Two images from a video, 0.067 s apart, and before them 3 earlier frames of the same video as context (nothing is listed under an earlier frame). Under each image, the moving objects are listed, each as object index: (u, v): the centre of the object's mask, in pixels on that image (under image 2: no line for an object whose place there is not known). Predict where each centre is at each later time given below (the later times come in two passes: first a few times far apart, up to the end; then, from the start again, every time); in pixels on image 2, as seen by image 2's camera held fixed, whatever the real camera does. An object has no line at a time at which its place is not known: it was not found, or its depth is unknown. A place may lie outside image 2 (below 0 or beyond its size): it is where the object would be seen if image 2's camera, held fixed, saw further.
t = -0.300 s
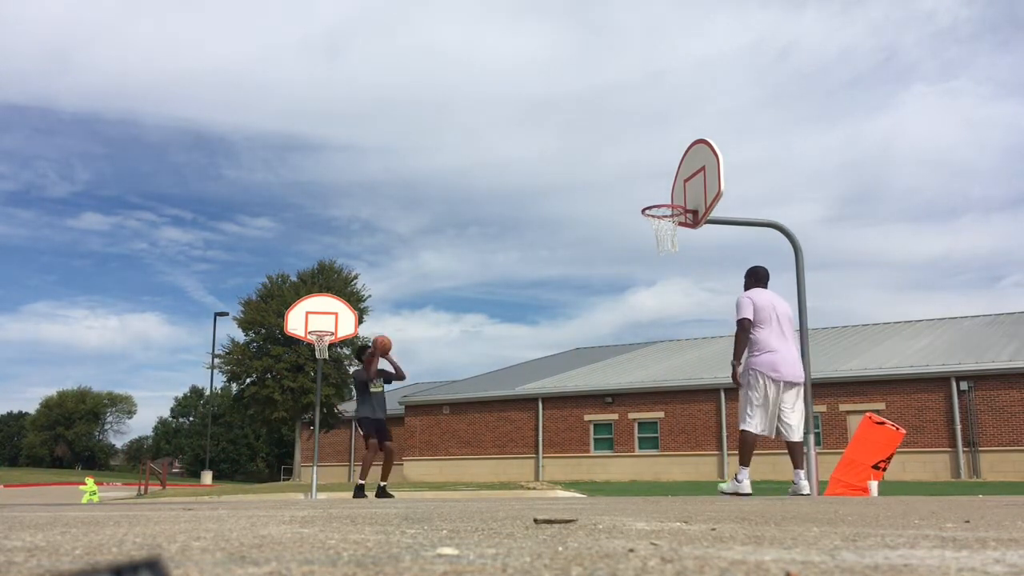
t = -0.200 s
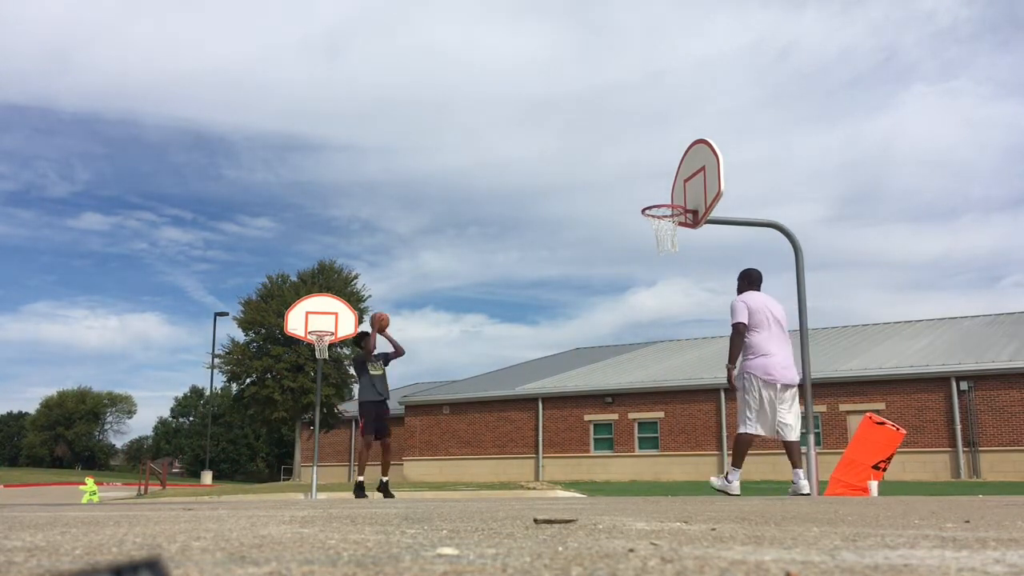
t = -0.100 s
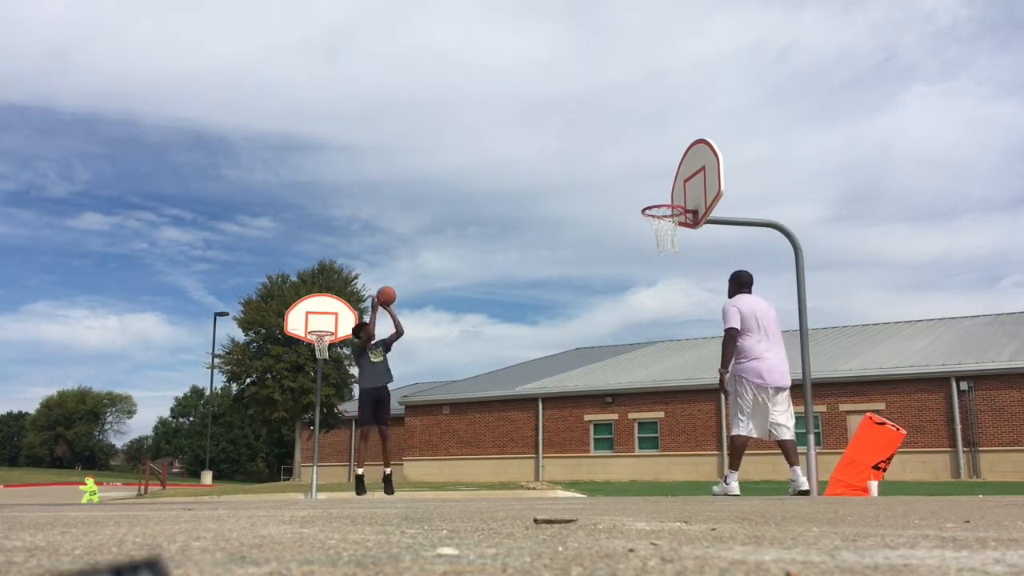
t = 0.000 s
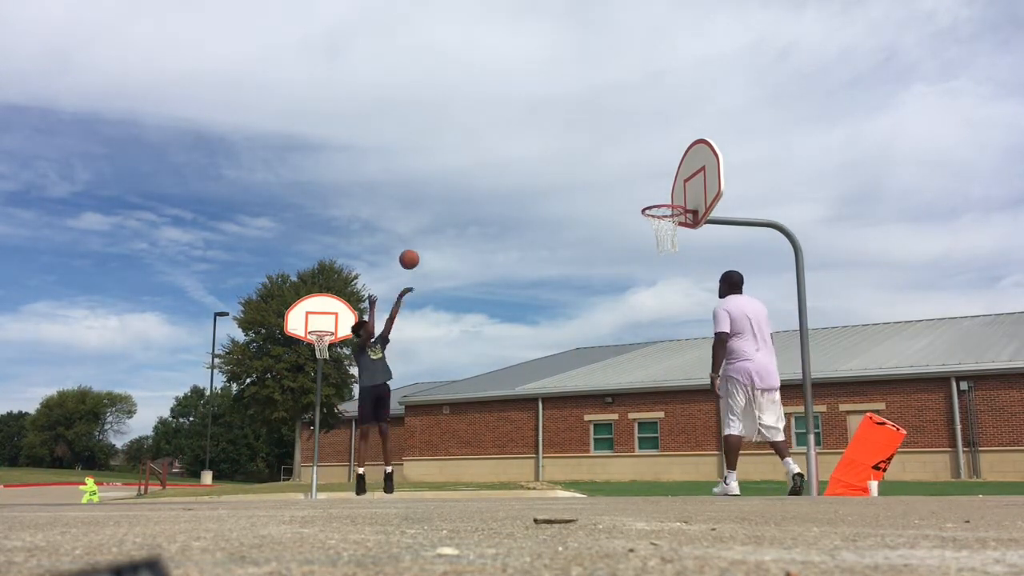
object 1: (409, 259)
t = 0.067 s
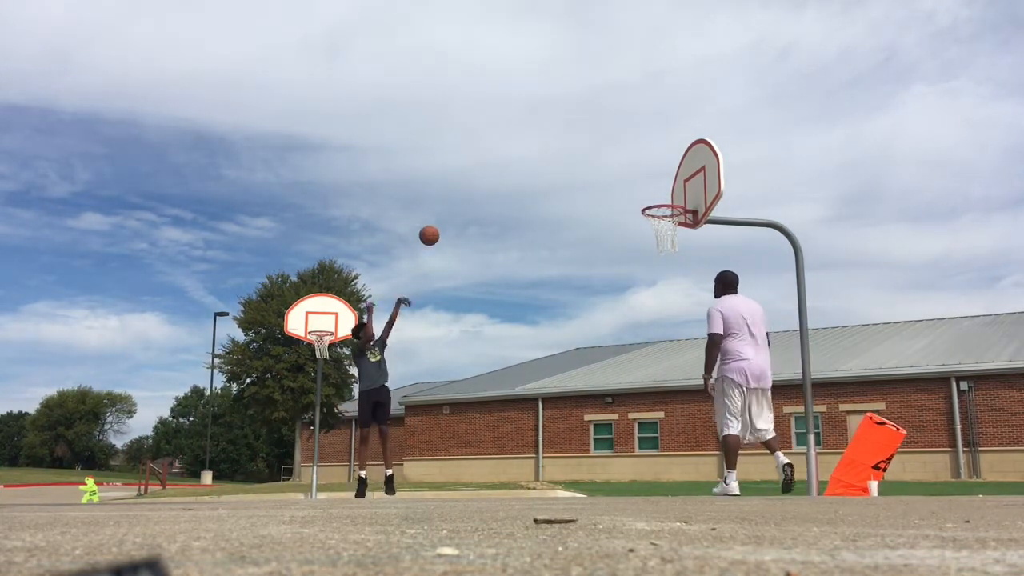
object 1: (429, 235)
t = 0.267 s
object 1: (490, 185)
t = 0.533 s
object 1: (574, 166)
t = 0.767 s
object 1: (651, 197)
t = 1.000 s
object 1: (655, 263)
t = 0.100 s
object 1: (439, 225)
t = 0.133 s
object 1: (449, 215)
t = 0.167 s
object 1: (459, 206)
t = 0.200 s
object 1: (470, 198)
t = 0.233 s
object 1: (480, 191)
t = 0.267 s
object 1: (490, 185)
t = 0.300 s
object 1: (500, 180)
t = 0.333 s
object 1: (511, 175)
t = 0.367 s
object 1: (521, 172)
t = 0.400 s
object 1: (532, 169)
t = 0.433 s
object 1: (542, 167)
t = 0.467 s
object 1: (552, 166)
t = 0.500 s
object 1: (563, 166)
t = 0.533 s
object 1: (574, 166)
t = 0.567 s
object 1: (585, 168)
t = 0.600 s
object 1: (595, 171)
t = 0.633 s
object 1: (606, 174)
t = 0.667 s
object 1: (617, 179)
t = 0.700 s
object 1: (629, 184)
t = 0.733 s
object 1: (640, 190)
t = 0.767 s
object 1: (651, 197)
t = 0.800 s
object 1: (661, 202)
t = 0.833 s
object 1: (670, 216)
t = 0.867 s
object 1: (669, 225)
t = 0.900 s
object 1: (665, 234)
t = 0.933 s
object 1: (661, 243)
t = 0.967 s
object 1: (658, 252)
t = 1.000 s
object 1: (655, 263)
